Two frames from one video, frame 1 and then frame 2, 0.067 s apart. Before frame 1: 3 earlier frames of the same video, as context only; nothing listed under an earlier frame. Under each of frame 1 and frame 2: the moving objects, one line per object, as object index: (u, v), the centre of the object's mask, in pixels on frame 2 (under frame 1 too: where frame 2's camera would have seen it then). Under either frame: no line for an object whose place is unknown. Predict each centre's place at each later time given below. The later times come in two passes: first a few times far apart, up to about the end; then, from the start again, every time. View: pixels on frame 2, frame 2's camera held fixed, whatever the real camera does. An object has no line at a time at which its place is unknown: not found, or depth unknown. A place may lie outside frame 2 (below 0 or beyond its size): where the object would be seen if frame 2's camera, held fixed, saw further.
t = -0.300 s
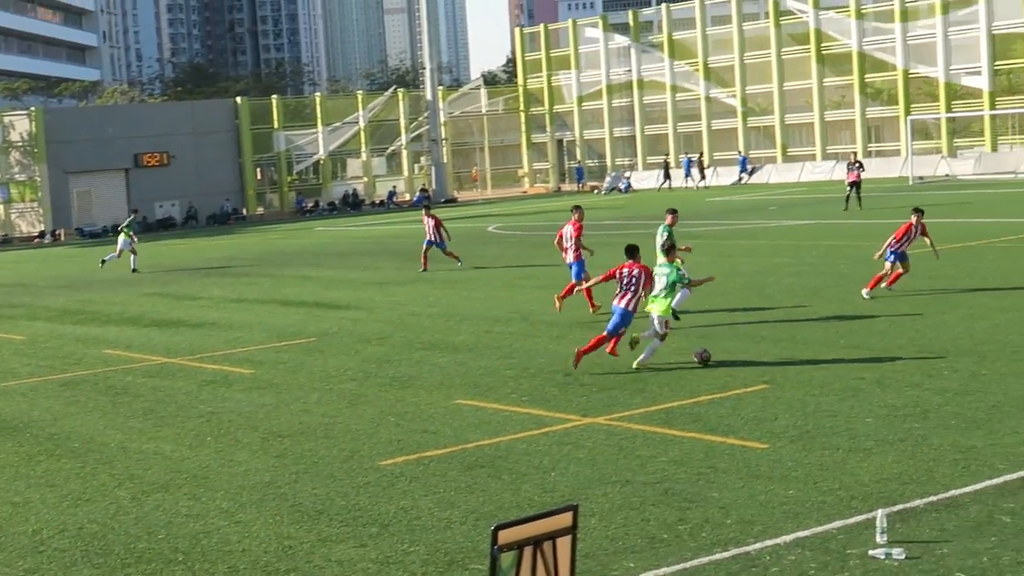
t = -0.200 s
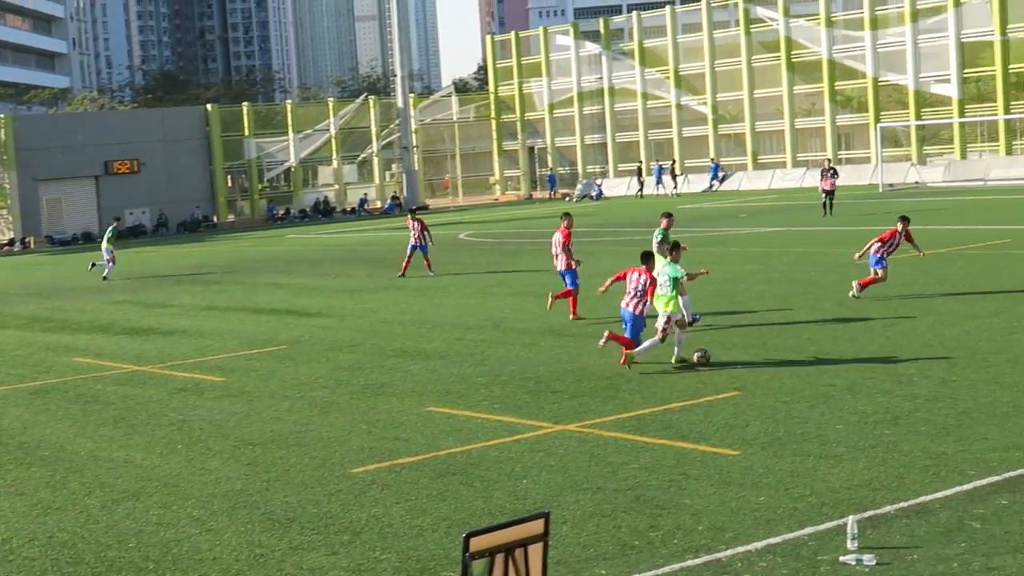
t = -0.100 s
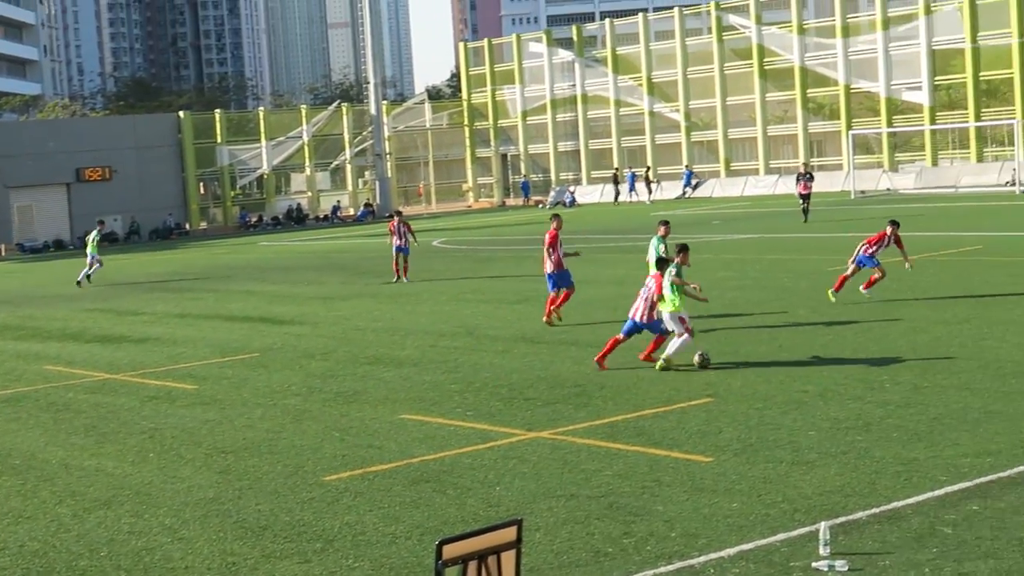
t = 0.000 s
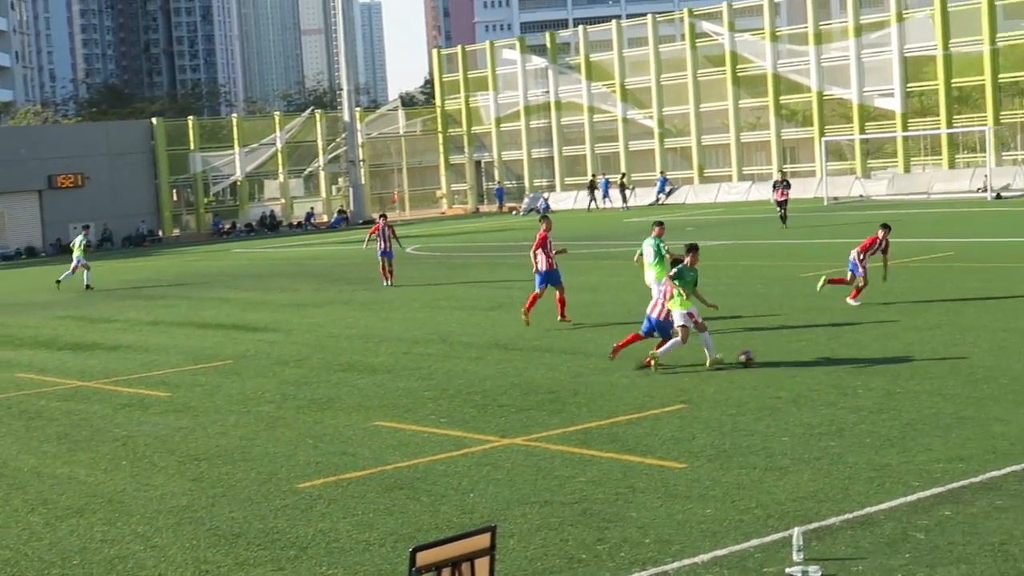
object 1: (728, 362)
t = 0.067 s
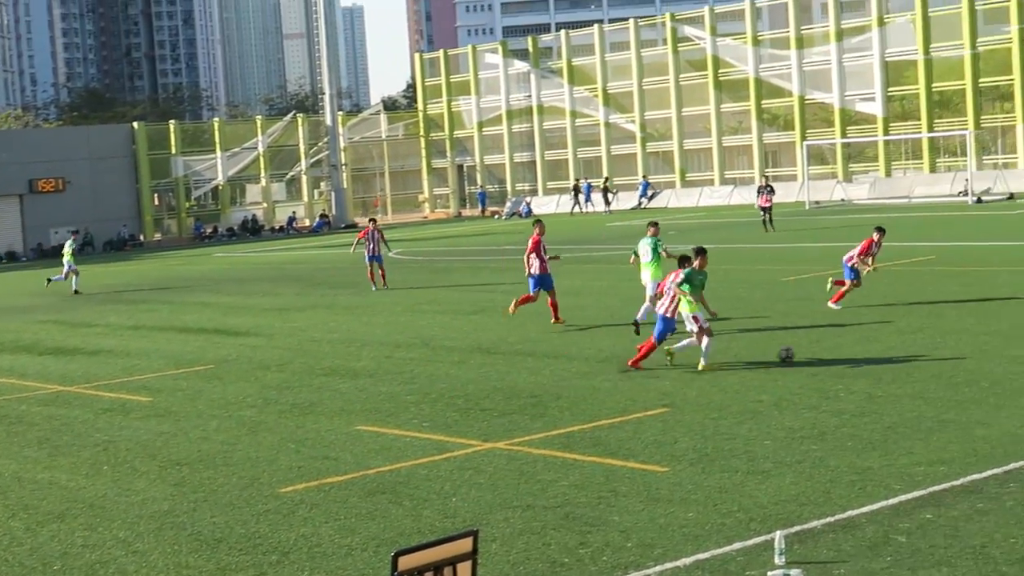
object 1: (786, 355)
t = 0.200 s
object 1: (896, 346)
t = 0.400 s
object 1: (1035, 337)
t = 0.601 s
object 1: (1154, 328)
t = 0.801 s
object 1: (1266, 321)
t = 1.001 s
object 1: (1375, 314)
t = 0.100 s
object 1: (815, 353)
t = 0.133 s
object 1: (844, 352)
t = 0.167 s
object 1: (871, 351)
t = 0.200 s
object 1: (896, 346)
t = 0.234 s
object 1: (920, 343)
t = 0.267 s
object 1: (943, 340)
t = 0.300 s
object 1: (966, 338)
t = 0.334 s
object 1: (990, 338)
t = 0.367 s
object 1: (1013, 338)
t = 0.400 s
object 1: (1035, 337)
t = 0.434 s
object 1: (1055, 335)
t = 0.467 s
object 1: (1075, 334)
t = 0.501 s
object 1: (1096, 333)
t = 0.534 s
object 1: (1116, 331)
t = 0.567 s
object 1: (1135, 329)
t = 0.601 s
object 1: (1154, 328)
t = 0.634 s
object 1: (1174, 327)
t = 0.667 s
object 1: (1193, 325)
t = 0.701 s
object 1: (1212, 324)
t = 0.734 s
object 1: (1230, 323)
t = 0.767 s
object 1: (1248, 322)
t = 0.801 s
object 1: (1266, 321)
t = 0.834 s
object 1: (1284, 320)
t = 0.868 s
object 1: (1303, 318)
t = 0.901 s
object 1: (1321, 318)
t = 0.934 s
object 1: (1339, 317)
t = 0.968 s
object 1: (1357, 315)
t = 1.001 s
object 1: (1375, 314)
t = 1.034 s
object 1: (1392, 313)
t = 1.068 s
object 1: (1410, 312)
